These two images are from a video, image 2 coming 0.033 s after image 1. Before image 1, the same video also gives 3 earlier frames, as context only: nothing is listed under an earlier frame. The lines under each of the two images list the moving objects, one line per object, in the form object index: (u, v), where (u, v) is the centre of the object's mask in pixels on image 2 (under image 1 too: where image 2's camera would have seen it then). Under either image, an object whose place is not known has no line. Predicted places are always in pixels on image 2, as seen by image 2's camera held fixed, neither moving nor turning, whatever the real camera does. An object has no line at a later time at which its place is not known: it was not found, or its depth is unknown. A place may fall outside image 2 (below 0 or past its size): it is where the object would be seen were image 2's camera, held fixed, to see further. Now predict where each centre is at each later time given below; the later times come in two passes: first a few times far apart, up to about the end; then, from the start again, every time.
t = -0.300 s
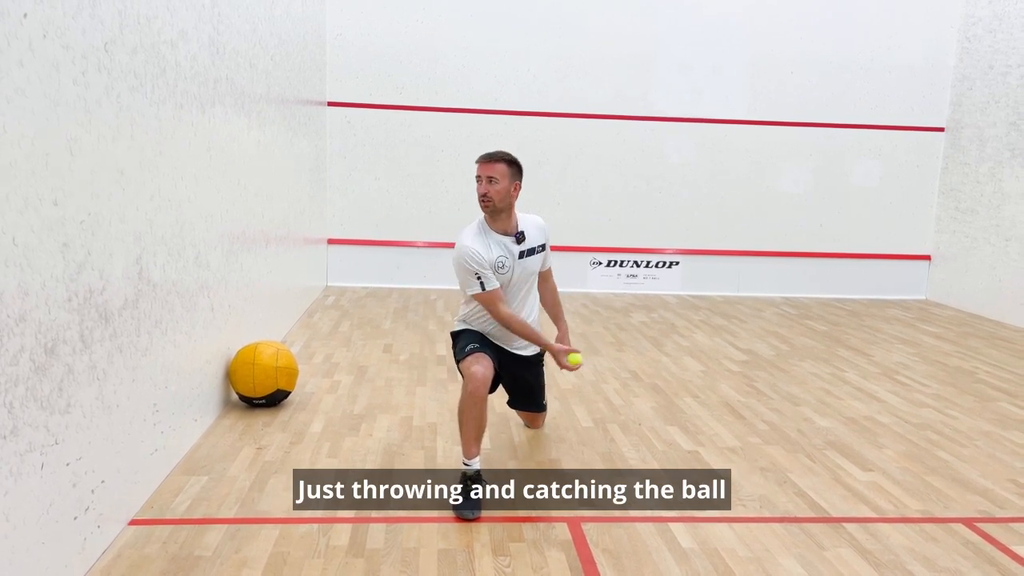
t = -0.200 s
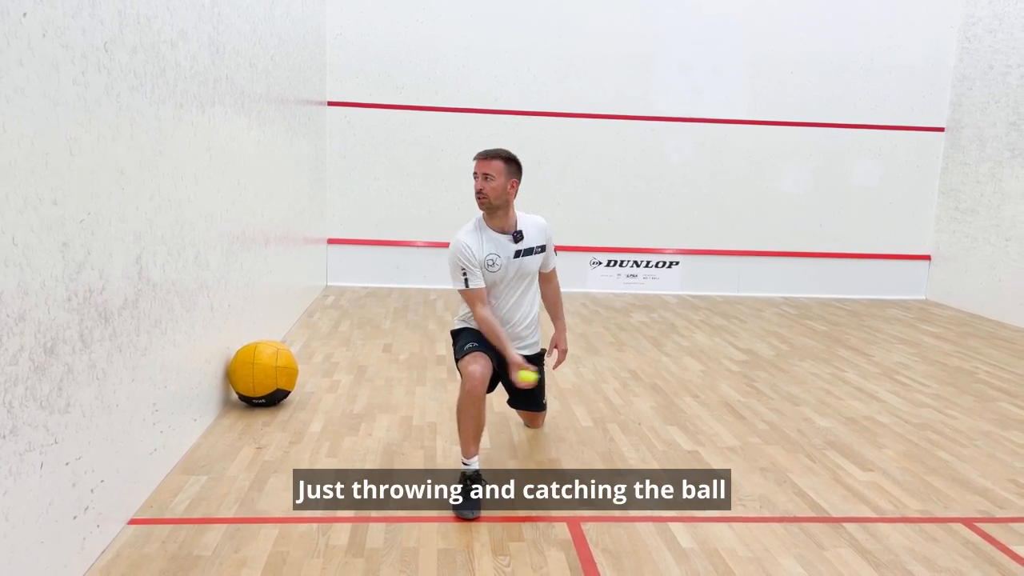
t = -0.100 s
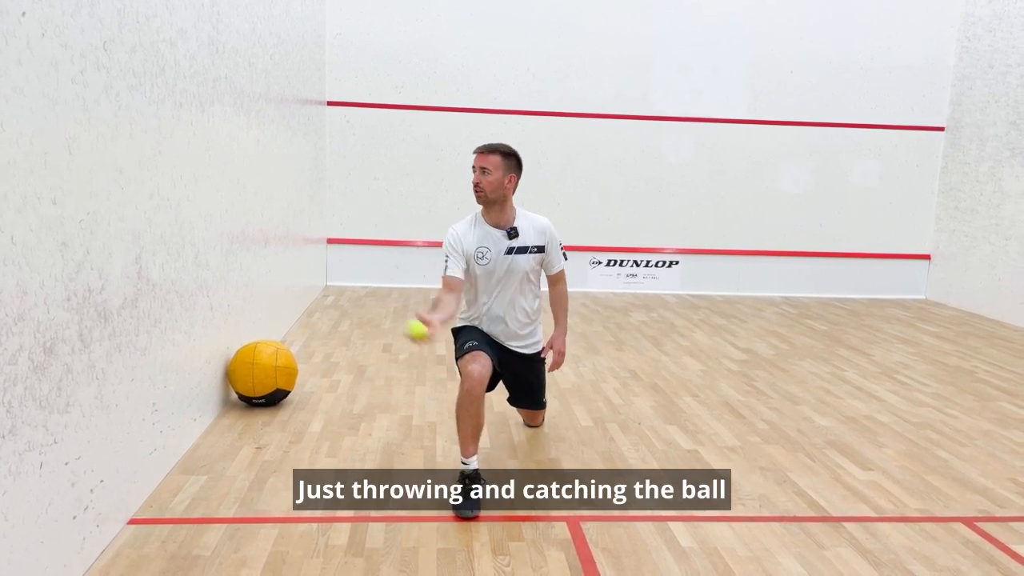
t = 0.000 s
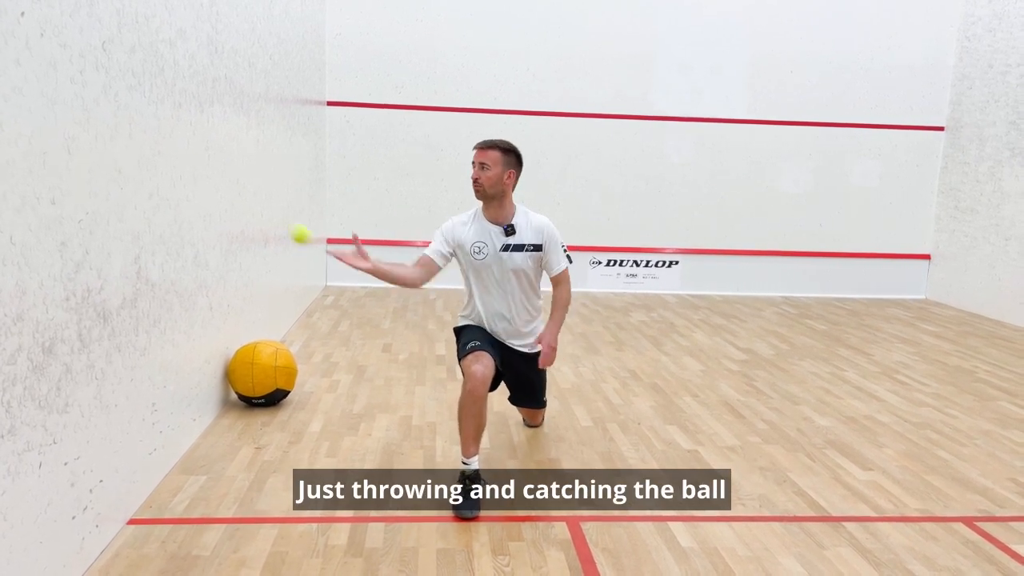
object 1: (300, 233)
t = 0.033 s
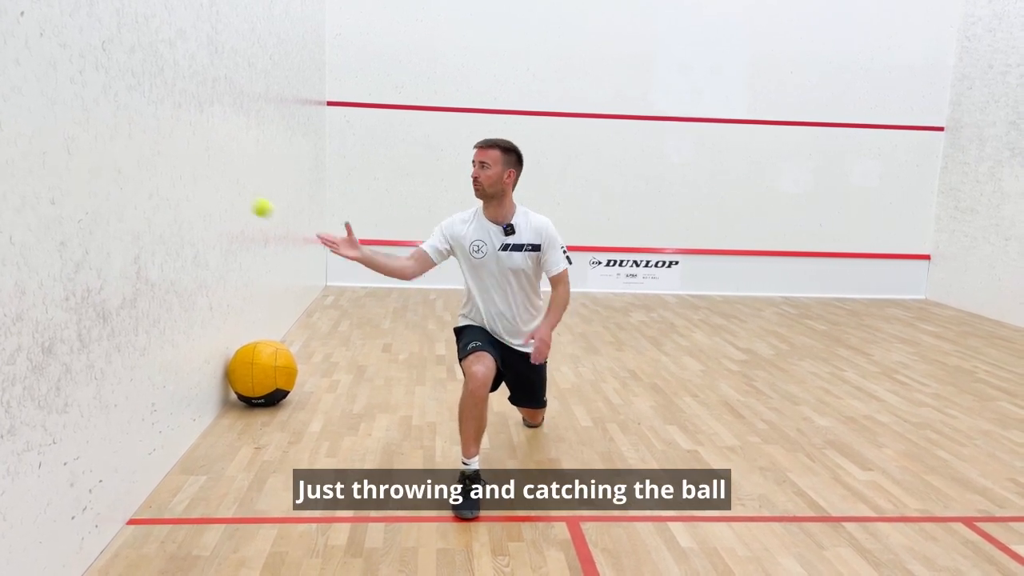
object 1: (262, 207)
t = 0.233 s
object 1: (203, 121)
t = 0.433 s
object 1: (388, 175)
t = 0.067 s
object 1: (222, 182)
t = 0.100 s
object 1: (180, 159)
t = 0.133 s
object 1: (140, 140)
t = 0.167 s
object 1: (139, 129)
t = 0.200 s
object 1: (171, 124)
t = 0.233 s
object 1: (203, 121)
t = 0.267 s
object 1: (234, 122)
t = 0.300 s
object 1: (267, 127)
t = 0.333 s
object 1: (298, 134)
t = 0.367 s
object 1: (328, 145)
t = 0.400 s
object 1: (359, 159)
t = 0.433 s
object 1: (388, 175)
